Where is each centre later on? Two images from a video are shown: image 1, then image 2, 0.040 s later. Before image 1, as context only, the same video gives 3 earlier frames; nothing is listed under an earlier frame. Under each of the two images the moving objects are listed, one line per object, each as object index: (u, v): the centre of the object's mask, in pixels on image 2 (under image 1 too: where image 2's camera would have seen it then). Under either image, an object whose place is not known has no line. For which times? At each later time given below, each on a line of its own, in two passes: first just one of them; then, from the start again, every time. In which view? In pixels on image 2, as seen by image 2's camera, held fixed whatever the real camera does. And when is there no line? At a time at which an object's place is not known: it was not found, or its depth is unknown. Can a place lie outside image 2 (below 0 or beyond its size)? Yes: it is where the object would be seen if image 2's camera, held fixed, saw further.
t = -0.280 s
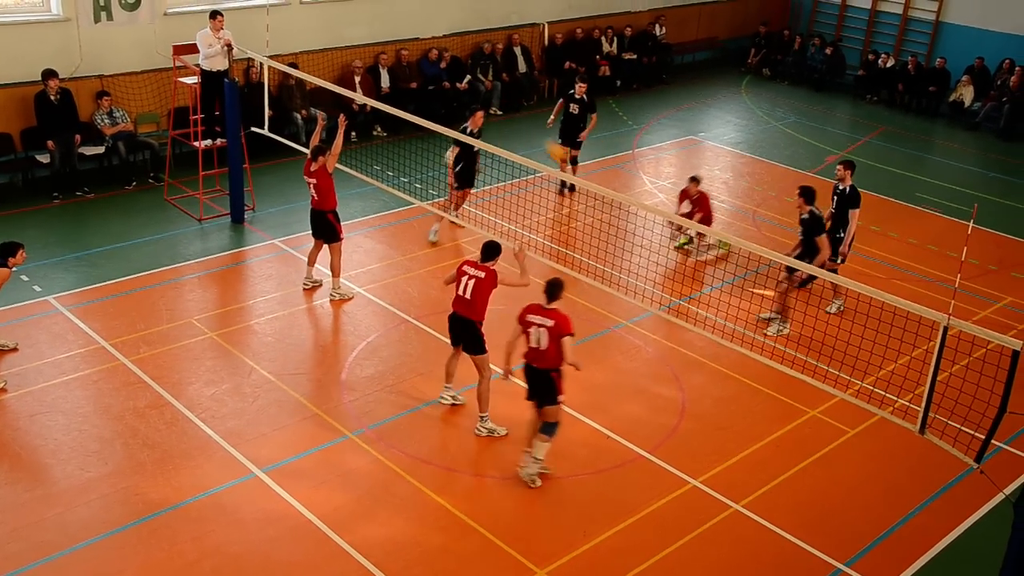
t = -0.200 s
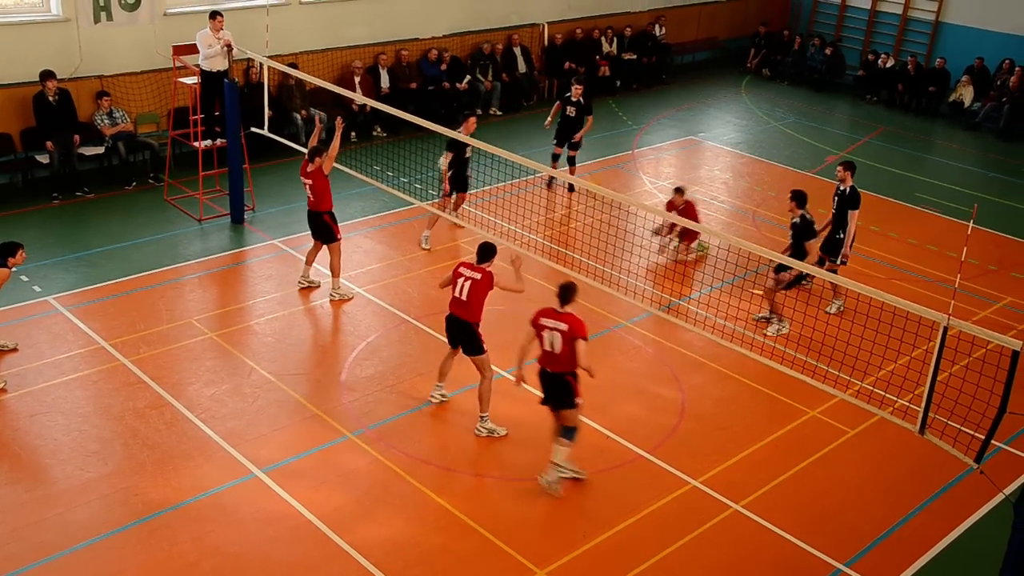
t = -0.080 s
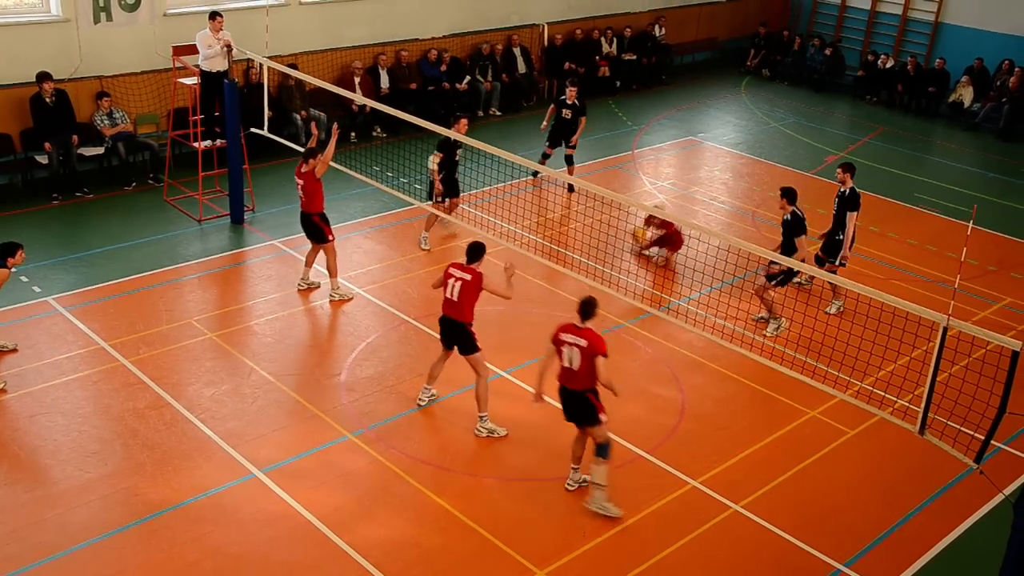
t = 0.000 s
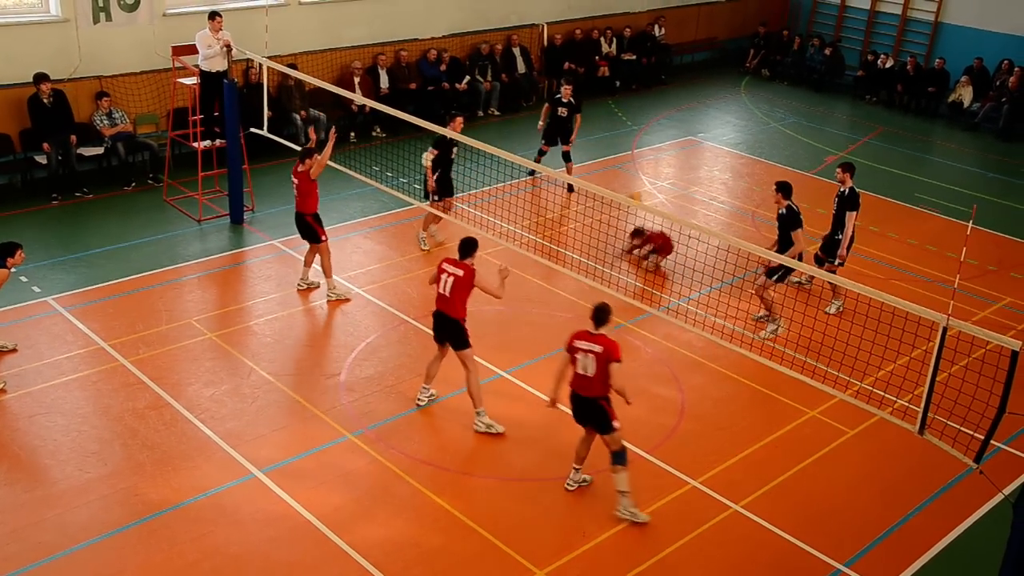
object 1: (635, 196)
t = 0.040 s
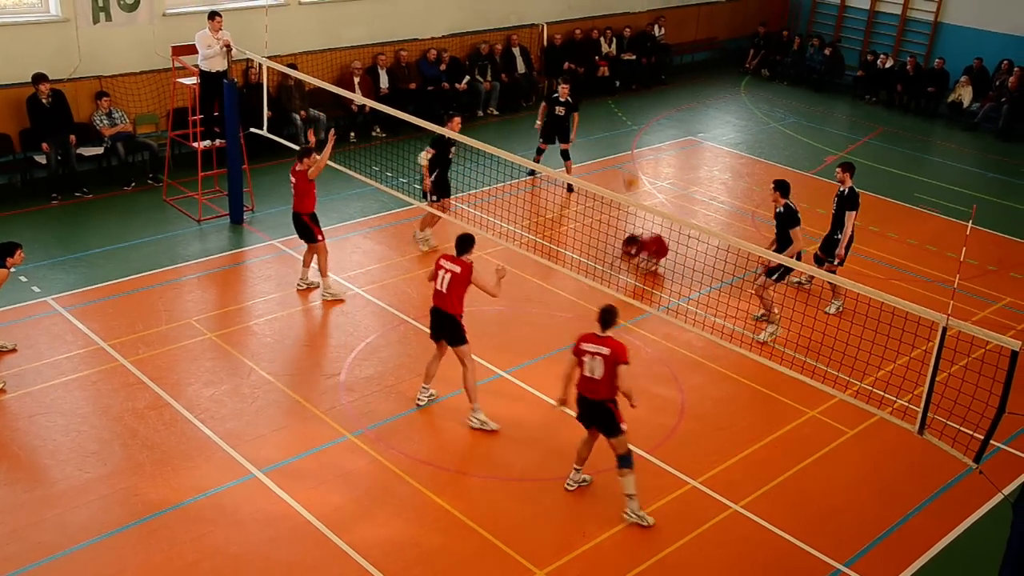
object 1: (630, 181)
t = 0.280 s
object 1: (614, 97)
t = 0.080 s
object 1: (629, 164)
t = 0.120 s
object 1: (625, 147)
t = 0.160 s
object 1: (623, 133)
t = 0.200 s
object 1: (620, 120)
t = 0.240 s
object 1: (617, 107)
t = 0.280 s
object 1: (614, 97)
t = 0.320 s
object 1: (610, 87)
